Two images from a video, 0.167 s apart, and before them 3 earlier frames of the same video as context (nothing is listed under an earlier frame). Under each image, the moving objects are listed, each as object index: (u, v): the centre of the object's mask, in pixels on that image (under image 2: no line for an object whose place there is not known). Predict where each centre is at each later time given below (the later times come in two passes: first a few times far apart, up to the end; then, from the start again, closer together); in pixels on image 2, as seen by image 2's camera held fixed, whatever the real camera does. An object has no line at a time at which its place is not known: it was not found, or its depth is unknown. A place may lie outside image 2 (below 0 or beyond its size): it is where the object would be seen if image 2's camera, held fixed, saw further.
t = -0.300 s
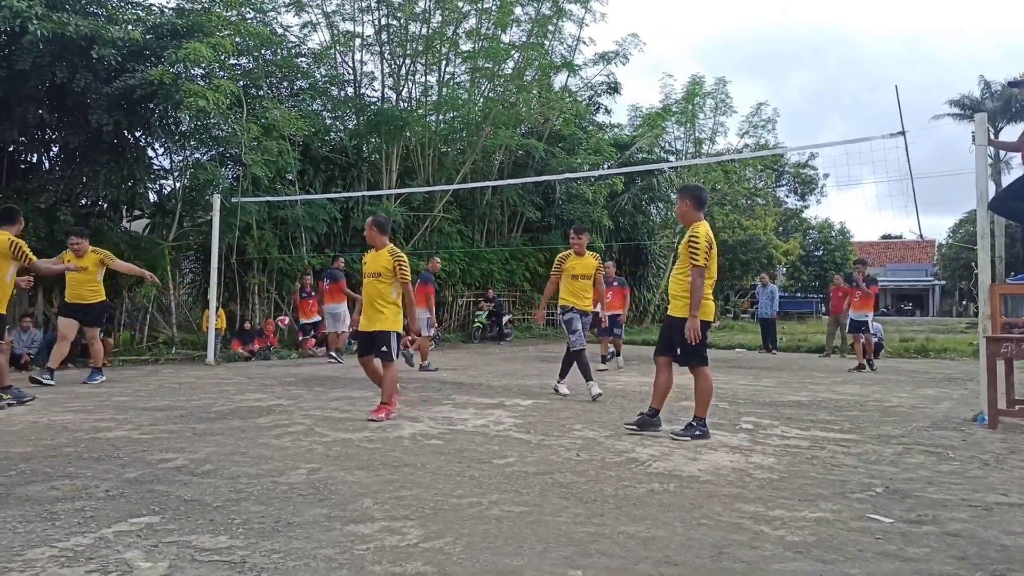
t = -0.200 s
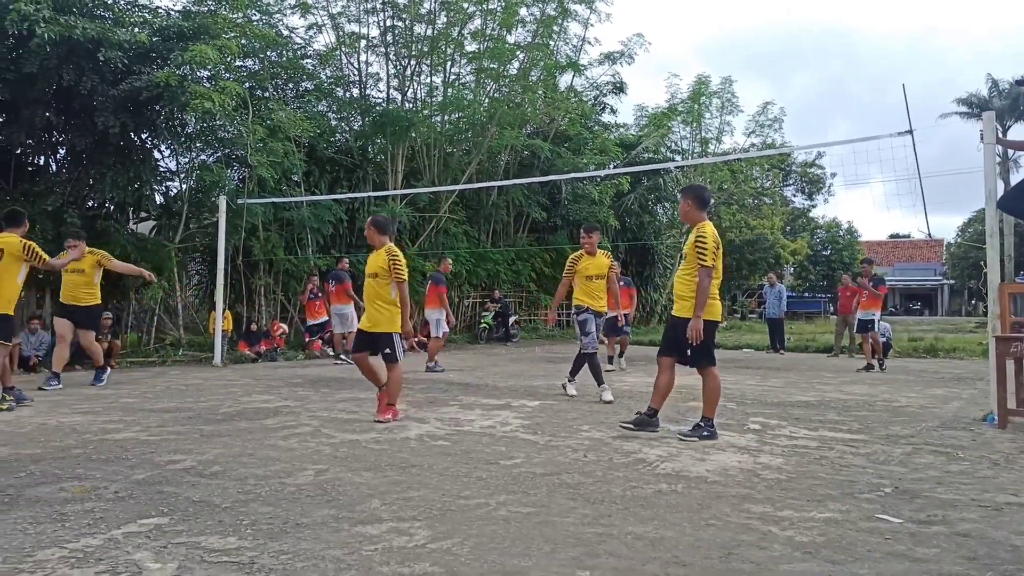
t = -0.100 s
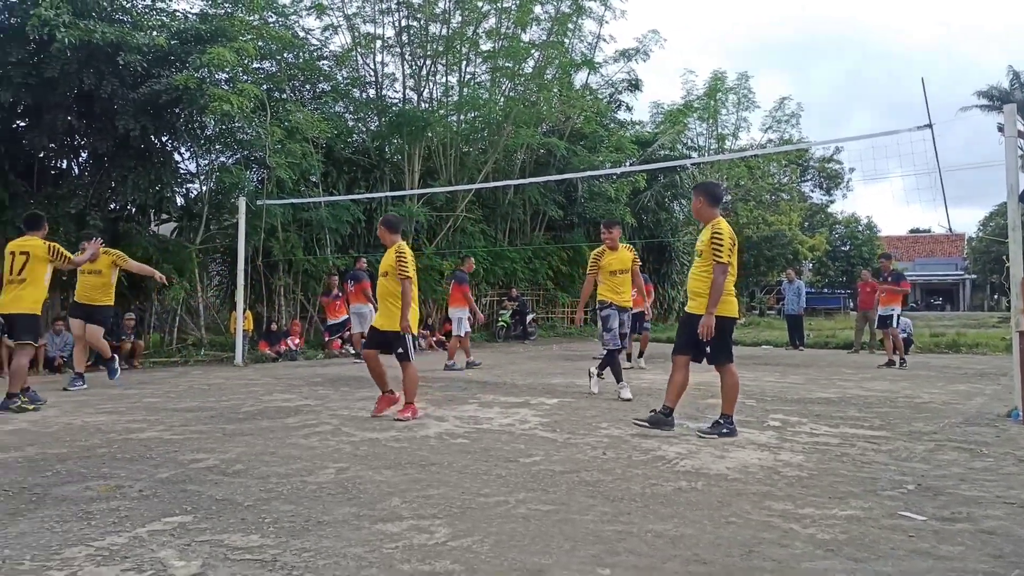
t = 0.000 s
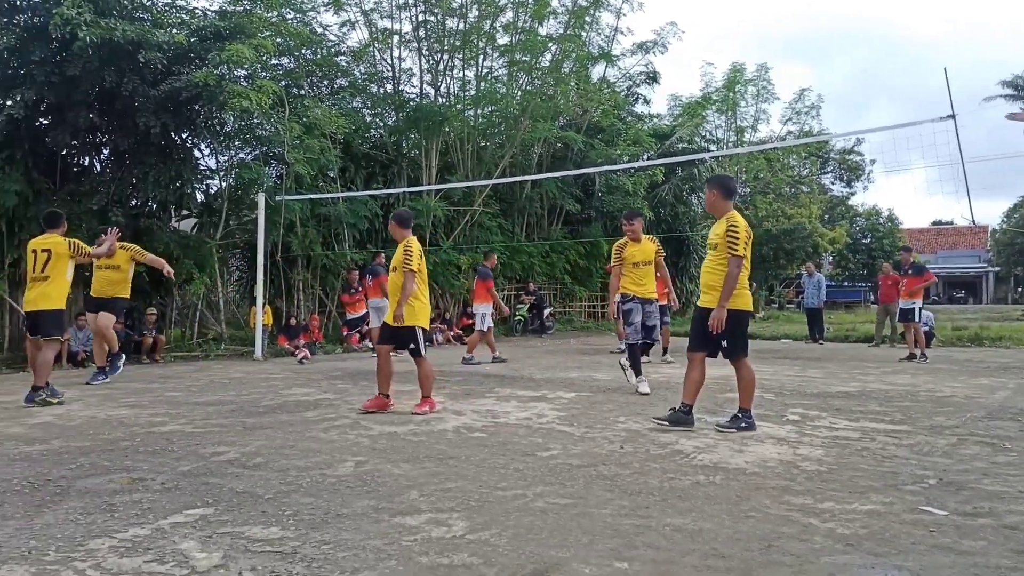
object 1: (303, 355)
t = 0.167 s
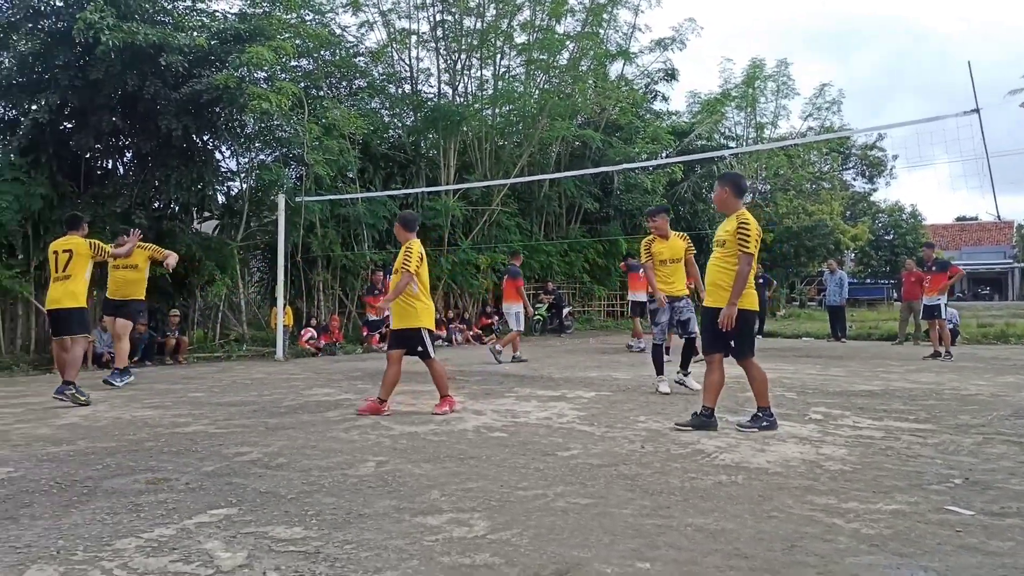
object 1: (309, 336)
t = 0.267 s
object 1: (299, 332)
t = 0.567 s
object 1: (267, 370)
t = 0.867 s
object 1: (232, 359)
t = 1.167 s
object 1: (186, 376)
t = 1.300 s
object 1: (161, 389)
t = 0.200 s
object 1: (306, 333)
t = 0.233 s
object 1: (303, 332)
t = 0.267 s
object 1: (299, 332)
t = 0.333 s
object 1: (293, 333)
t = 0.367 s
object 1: (290, 337)
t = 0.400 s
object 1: (286, 340)
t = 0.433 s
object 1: (282, 345)
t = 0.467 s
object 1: (279, 352)
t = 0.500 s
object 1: (274, 357)
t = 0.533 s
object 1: (270, 366)
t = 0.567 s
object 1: (267, 370)
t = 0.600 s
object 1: (263, 365)
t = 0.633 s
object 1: (260, 361)
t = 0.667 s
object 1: (255, 357)
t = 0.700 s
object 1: (252, 355)
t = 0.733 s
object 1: (249, 354)
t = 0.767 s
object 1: (244, 354)
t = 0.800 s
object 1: (241, 354)
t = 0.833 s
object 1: (236, 356)
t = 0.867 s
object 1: (232, 359)
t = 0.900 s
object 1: (227, 363)
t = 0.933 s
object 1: (222, 370)
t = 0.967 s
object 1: (218, 378)
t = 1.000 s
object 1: (212, 387)
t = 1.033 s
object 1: (208, 385)
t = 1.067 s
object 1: (202, 381)
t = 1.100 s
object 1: (197, 378)
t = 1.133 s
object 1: (192, 376)
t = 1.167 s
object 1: (186, 376)
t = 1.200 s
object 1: (180, 377)
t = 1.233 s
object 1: (174, 379)
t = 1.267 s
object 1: (167, 383)
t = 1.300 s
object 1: (161, 389)
